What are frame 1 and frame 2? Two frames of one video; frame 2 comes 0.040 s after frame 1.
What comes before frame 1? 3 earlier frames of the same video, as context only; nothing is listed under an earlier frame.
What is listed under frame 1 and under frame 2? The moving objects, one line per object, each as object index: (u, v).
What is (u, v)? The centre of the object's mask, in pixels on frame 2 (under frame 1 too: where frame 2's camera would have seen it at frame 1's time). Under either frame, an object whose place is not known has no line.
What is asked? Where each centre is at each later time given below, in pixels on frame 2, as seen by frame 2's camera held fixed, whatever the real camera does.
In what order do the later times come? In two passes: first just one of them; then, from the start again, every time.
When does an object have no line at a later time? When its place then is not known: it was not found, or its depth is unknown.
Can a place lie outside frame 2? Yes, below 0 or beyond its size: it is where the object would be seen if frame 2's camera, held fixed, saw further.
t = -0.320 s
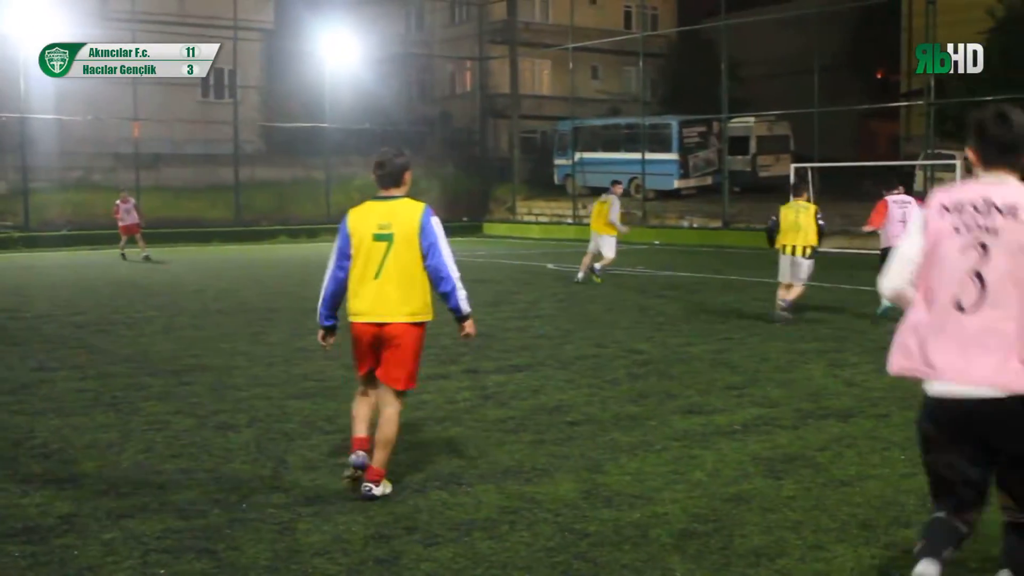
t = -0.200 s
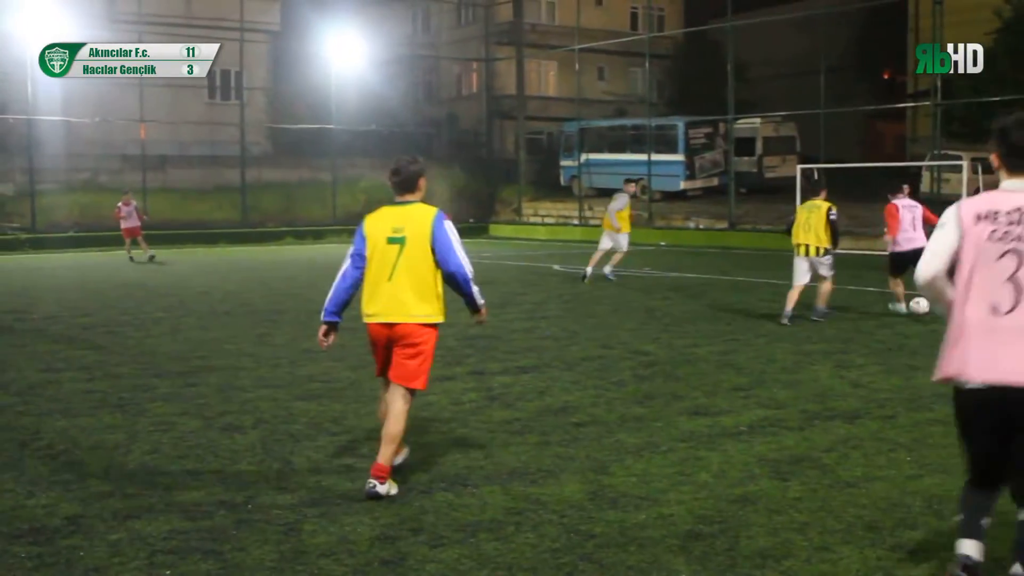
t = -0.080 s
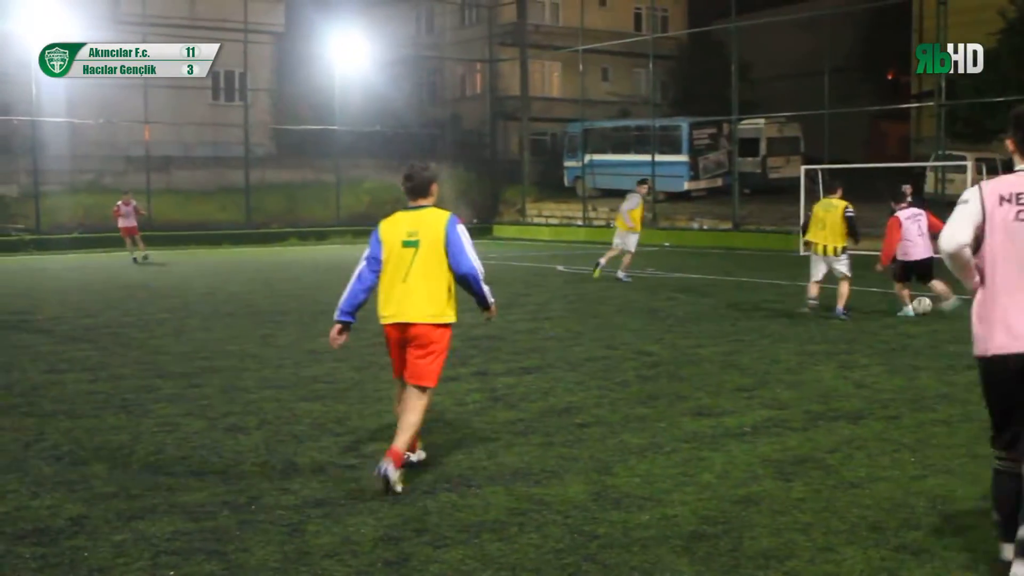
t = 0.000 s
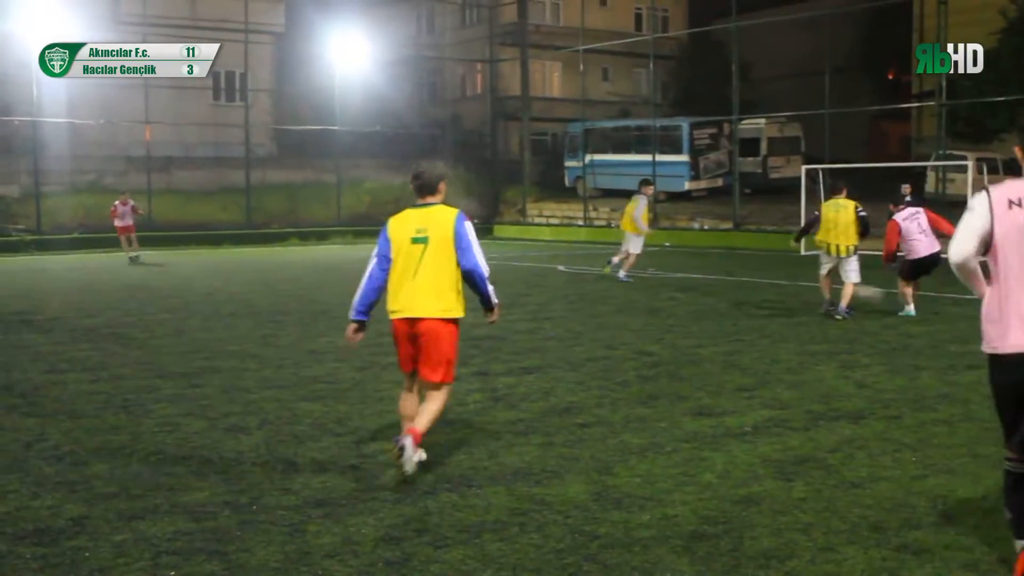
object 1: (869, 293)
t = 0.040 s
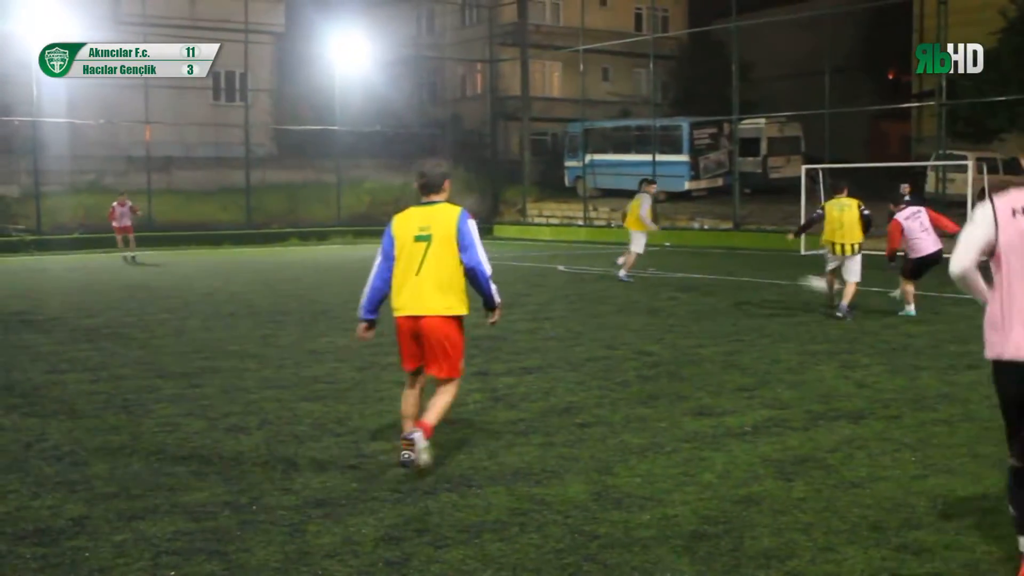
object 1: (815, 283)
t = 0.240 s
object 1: (631, 269)
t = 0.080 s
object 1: (779, 278)
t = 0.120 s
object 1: (740, 274)
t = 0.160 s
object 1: (702, 271)
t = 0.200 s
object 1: (667, 269)
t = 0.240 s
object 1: (631, 269)
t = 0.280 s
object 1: (597, 269)
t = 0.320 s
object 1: (565, 271)
